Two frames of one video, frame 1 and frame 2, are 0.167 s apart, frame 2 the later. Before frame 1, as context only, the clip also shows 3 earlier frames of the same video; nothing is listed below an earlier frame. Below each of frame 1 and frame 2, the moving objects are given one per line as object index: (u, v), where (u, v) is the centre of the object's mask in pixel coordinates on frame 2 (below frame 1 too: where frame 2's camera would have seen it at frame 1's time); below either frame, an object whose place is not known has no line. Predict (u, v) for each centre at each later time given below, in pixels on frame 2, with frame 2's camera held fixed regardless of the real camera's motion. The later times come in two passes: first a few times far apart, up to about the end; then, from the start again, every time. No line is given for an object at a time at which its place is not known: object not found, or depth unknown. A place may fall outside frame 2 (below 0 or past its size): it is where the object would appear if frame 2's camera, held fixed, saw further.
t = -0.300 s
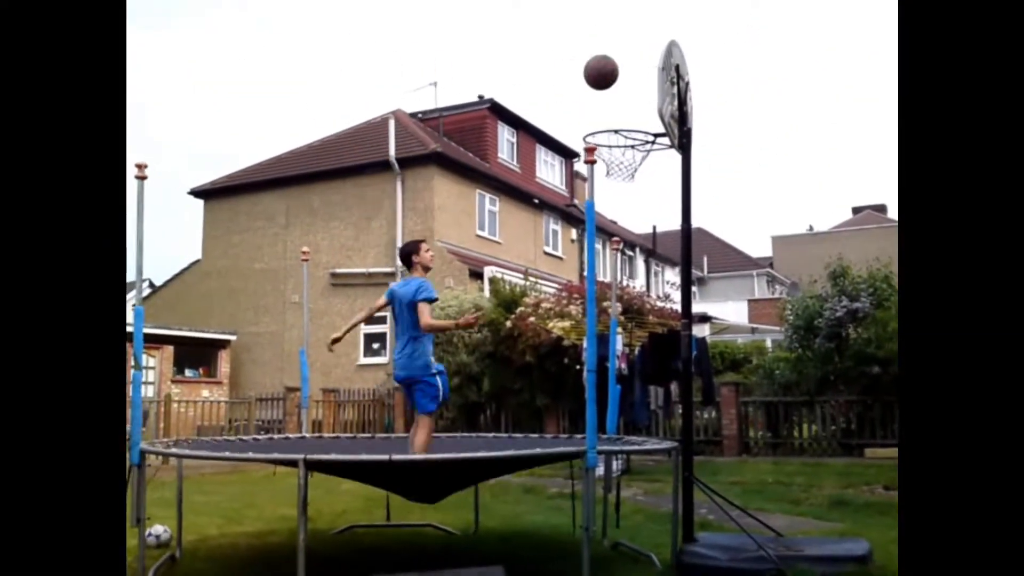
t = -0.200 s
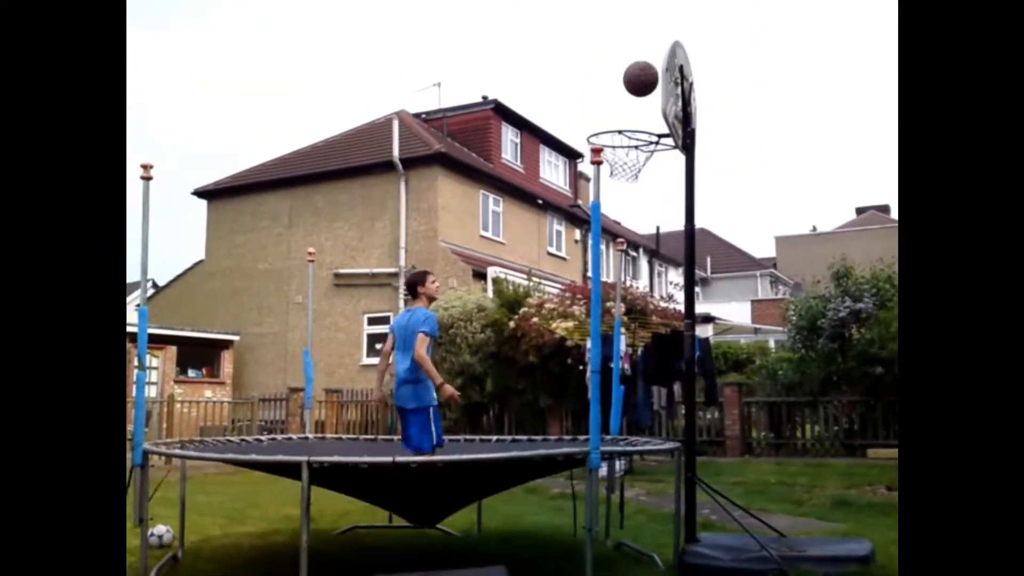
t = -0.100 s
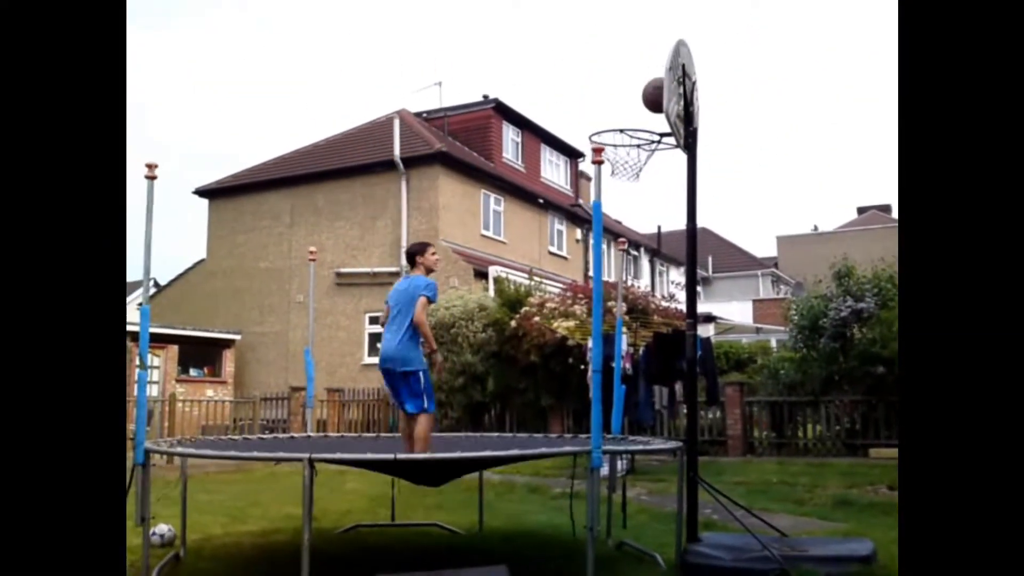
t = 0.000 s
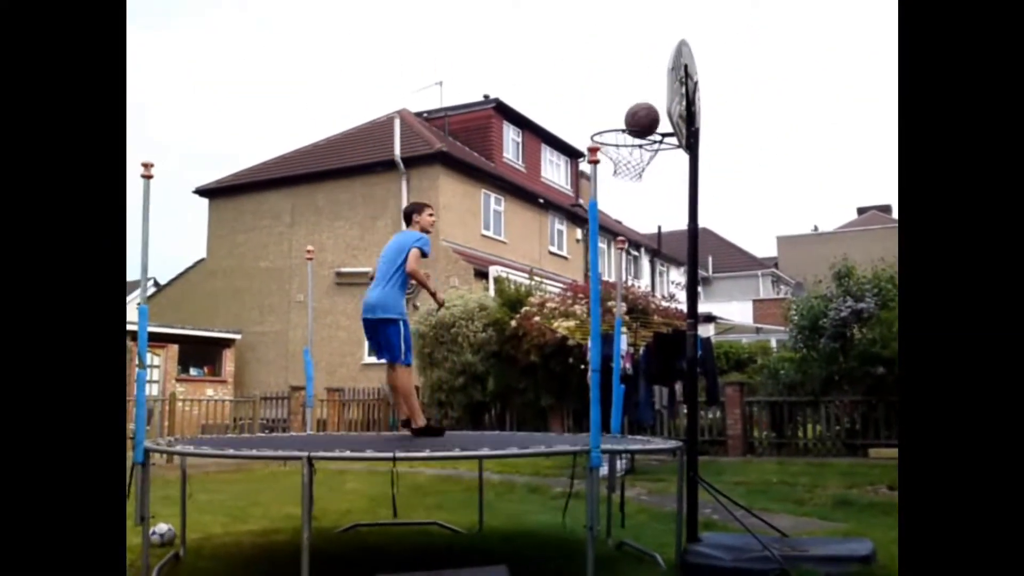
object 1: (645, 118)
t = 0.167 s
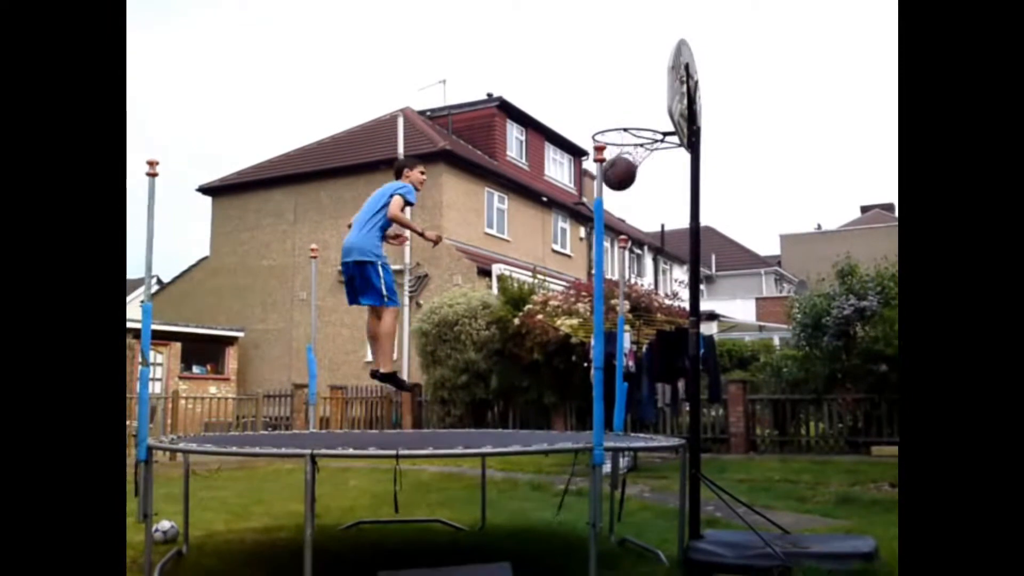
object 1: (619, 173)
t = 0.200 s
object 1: (618, 176)
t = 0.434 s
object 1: (614, 240)
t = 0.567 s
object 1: (612, 319)
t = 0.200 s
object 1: (618, 176)
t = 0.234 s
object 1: (616, 180)
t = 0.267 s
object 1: (616, 186)
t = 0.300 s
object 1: (616, 193)
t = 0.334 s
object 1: (616, 202)
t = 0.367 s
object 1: (616, 214)
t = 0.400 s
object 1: (615, 226)
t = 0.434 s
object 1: (614, 240)
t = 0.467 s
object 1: (613, 257)
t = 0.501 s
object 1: (613, 276)
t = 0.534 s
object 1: (612, 297)
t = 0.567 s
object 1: (612, 319)
